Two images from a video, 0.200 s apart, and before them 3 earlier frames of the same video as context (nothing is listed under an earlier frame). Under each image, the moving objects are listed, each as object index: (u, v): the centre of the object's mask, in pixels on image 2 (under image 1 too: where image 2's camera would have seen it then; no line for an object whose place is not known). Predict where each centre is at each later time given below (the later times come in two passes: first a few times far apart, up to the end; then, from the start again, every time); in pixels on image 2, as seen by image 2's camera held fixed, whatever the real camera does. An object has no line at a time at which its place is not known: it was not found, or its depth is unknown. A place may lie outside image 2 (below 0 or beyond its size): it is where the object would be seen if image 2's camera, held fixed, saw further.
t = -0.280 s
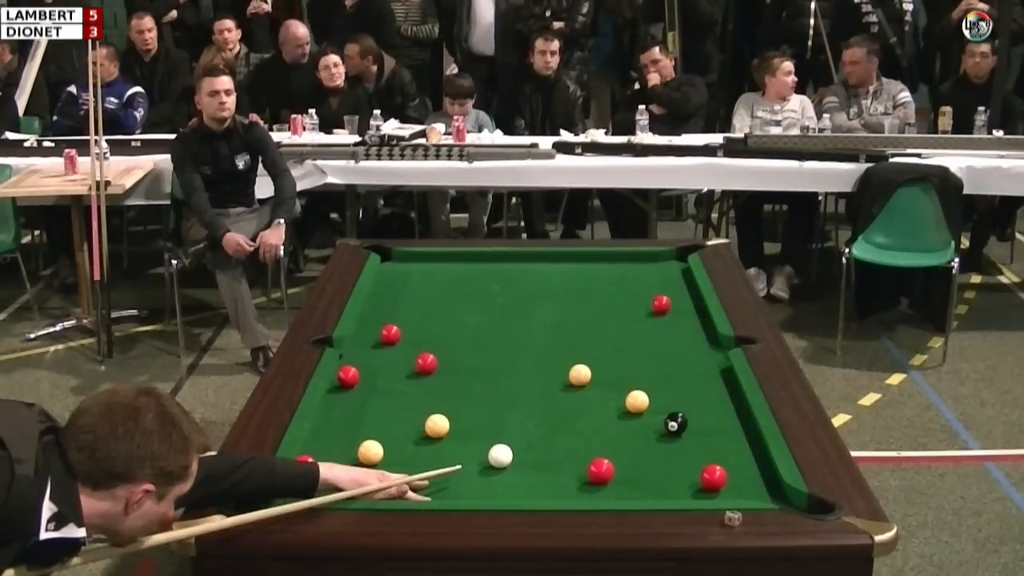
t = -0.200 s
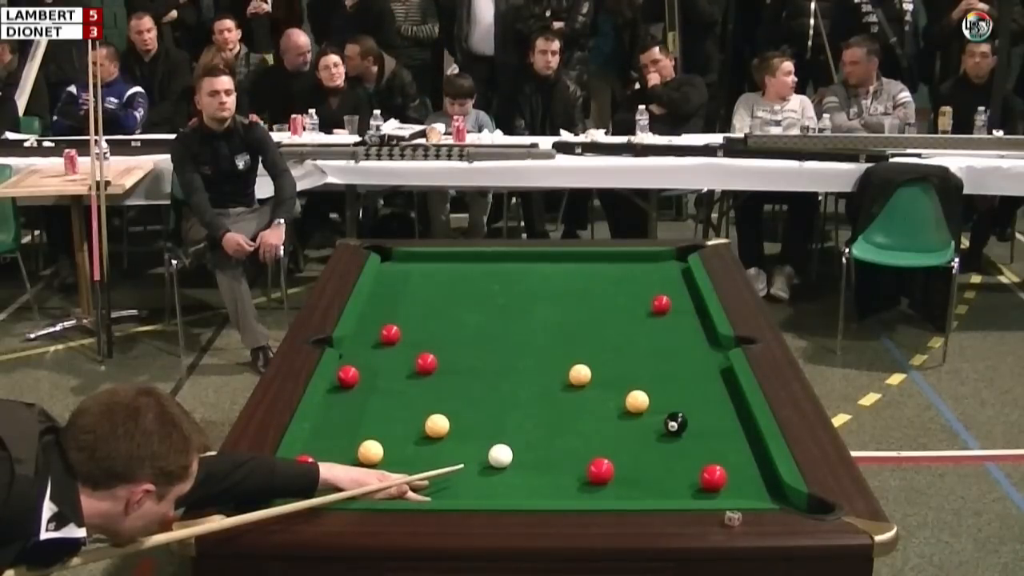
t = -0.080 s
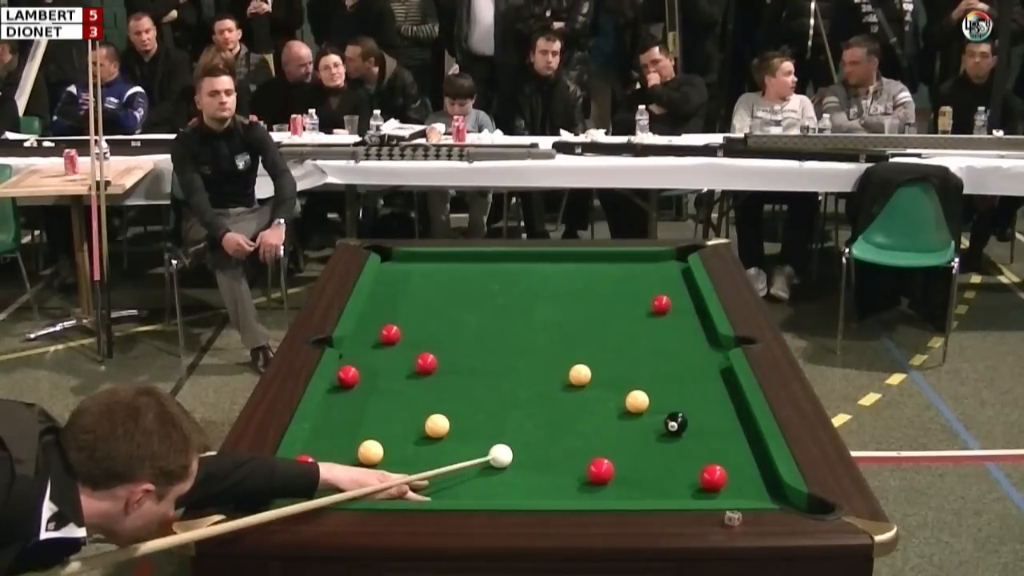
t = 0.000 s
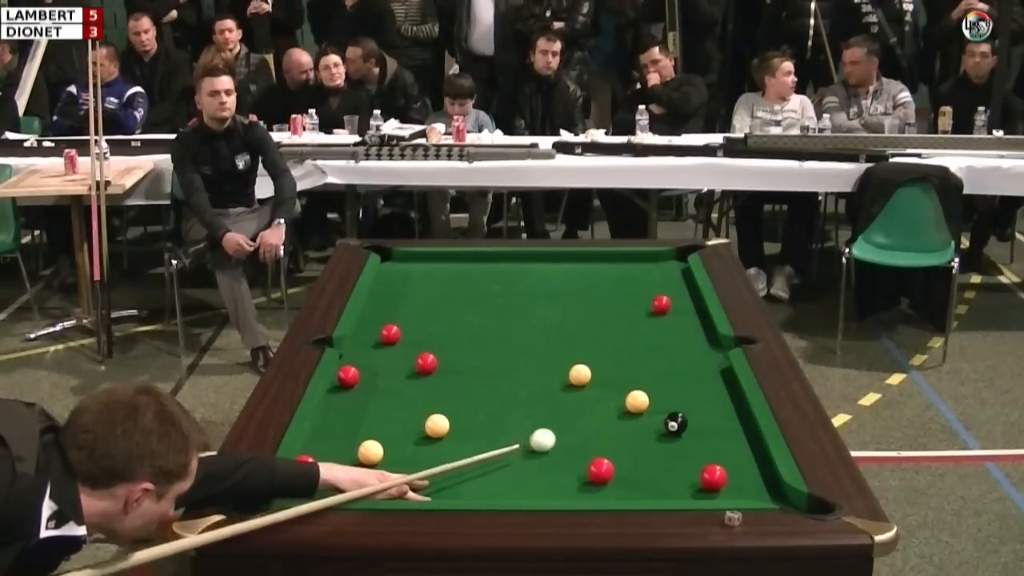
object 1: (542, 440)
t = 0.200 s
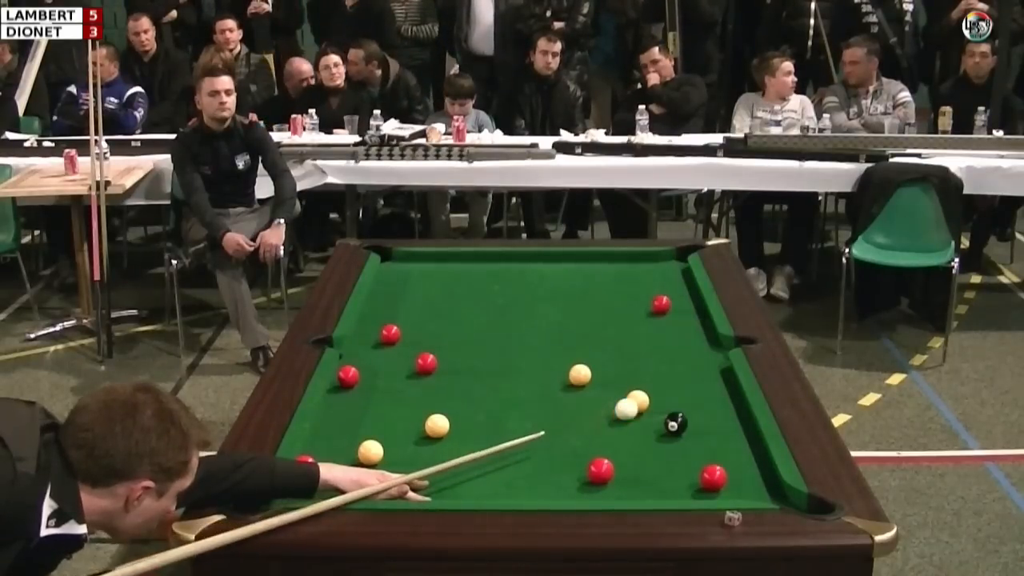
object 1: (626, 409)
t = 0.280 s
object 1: (635, 411)
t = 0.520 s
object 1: (670, 408)
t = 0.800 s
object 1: (709, 409)
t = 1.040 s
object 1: (738, 408)
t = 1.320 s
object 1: (719, 408)
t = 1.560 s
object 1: (704, 408)
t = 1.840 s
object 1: (691, 408)
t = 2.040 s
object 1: (684, 406)
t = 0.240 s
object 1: (630, 410)
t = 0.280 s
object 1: (635, 411)
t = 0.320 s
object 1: (641, 411)
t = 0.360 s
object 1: (647, 411)
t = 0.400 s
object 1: (653, 411)
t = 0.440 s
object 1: (659, 410)
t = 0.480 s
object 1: (664, 409)
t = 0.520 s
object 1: (670, 408)
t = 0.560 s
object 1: (677, 407)
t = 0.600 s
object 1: (684, 408)
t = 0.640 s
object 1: (689, 409)
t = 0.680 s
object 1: (694, 410)
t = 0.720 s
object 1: (699, 410)
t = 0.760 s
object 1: (704, 410)
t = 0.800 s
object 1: (709, 409)
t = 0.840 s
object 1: (715, 409)
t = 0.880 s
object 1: (720, 409)
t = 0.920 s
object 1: (725, 409)
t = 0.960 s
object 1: (730, 409)
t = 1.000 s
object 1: (735, 409)
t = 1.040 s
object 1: (738, 408)
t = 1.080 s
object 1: (735, 408)
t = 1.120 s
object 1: (732, 409)
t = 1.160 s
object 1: (729, 408)
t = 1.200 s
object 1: (727, 408)
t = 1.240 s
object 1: (724, 408)
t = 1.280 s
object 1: (721, 408)
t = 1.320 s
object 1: (719, 408)
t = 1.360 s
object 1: (716, 408)
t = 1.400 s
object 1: (714, 408)
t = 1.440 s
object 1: (711, 408)
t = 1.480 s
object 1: (709, 408)
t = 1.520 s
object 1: (706, 408)
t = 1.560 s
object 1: (704, 408)
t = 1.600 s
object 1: (702, 408)
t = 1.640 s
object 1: (700, 408)
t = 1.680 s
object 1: (698, 408)
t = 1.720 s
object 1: (696, 408)
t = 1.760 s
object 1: (694, 408)
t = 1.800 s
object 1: (692, 408)
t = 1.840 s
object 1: (691, 408)
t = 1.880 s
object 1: (689, 408)
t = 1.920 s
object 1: (688, 407)
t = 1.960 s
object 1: (687, 407)
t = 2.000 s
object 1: (685, 407)
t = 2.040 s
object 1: (684, 406)
